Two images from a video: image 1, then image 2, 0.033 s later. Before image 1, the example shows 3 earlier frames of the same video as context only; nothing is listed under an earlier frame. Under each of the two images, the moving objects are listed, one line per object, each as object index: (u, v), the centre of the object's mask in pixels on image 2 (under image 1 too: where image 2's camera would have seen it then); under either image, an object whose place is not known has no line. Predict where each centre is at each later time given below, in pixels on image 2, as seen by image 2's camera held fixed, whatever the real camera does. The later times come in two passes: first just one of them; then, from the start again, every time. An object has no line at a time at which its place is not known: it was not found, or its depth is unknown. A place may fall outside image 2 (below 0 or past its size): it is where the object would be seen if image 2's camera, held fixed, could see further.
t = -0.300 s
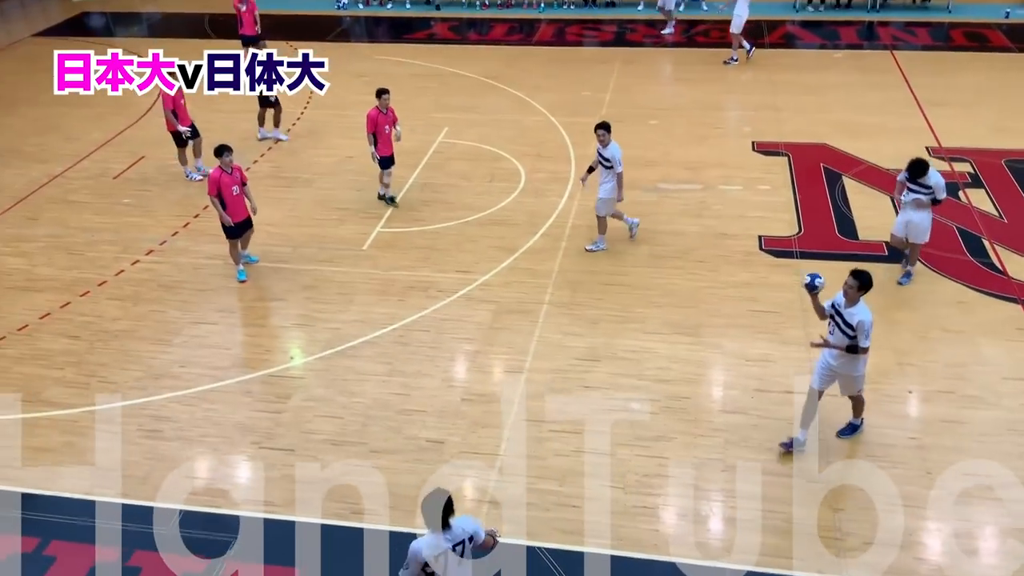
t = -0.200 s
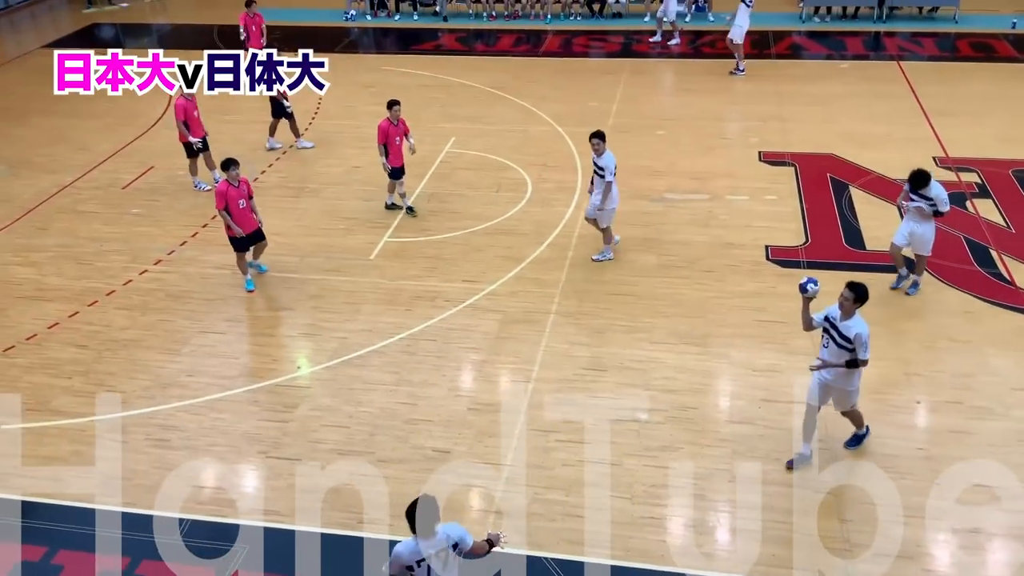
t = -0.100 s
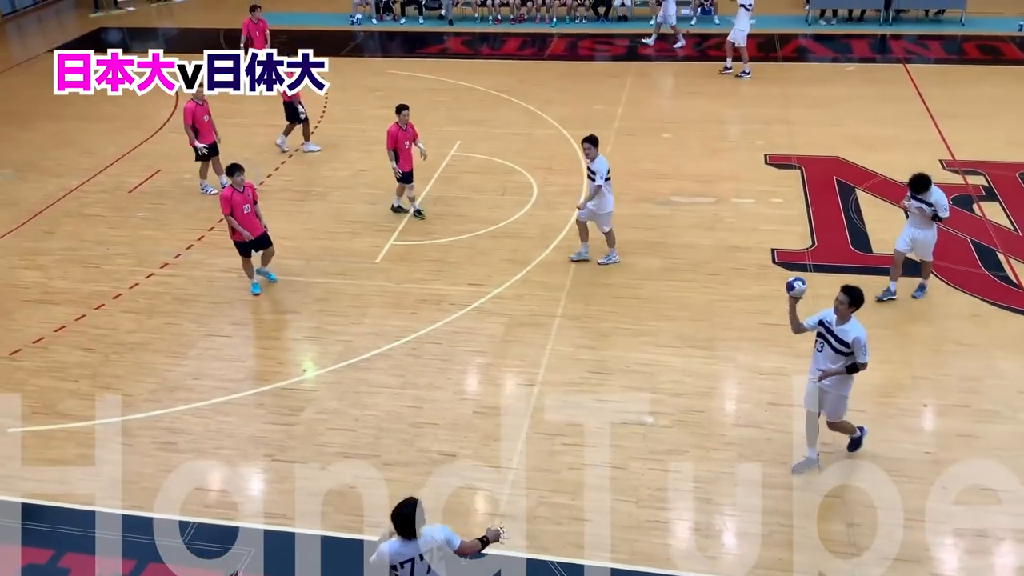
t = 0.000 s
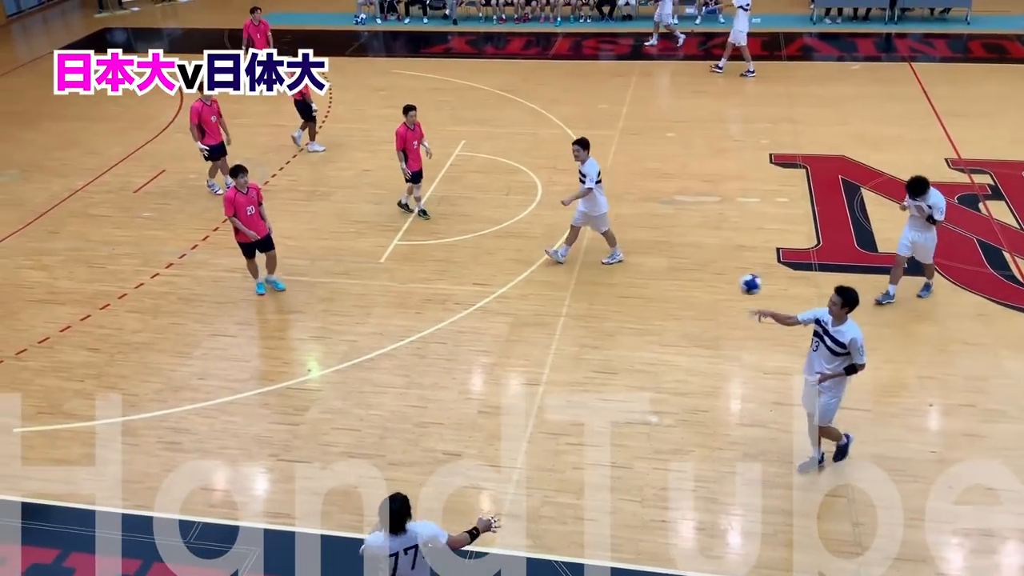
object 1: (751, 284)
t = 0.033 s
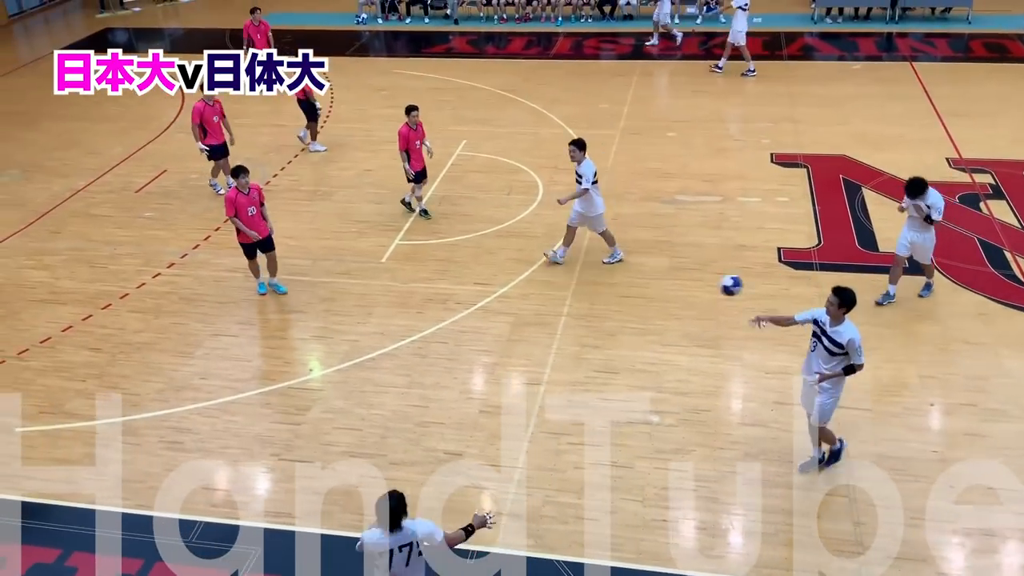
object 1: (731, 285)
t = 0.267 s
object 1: (574, 332)
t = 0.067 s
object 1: (709, 288)
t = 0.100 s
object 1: (688, 292)
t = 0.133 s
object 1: (666, 298)
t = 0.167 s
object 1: (643, 304)
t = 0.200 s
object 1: (621, 312)
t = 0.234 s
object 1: (597, 321)
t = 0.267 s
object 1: (574, 332)
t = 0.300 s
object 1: (549, 344)
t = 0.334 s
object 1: (525, 358)
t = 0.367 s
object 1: (501, 372)
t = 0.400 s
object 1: (475, 389)
